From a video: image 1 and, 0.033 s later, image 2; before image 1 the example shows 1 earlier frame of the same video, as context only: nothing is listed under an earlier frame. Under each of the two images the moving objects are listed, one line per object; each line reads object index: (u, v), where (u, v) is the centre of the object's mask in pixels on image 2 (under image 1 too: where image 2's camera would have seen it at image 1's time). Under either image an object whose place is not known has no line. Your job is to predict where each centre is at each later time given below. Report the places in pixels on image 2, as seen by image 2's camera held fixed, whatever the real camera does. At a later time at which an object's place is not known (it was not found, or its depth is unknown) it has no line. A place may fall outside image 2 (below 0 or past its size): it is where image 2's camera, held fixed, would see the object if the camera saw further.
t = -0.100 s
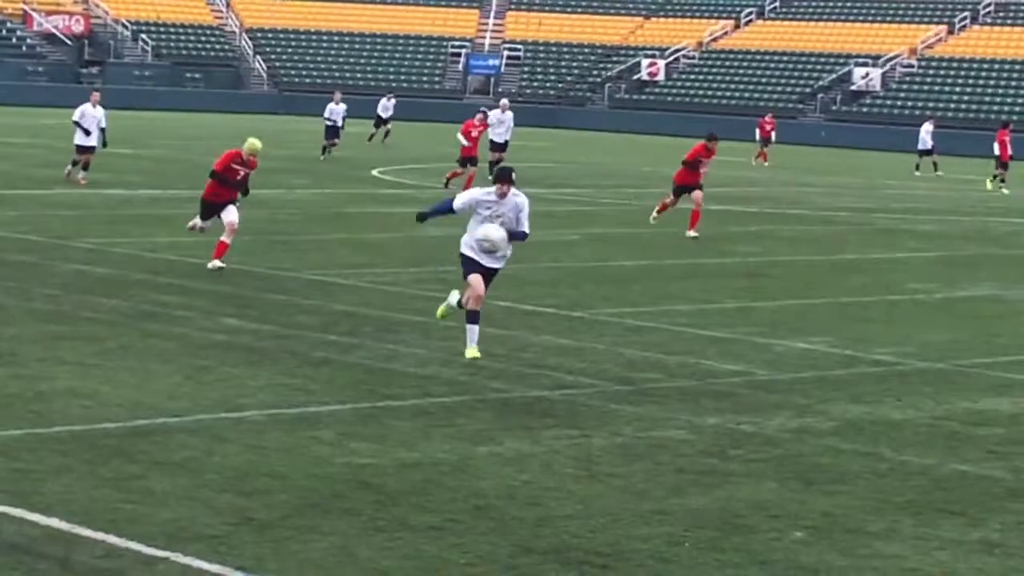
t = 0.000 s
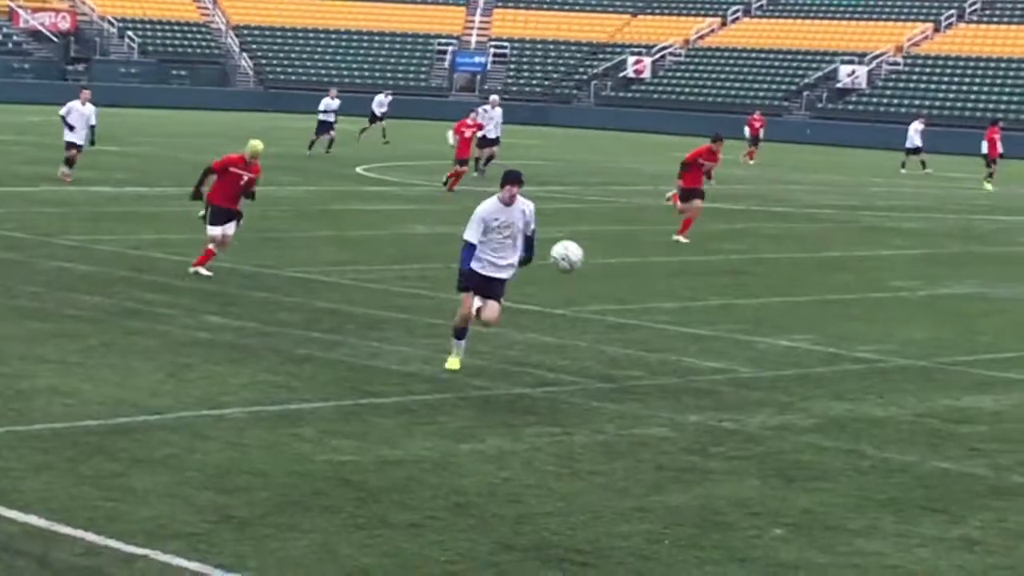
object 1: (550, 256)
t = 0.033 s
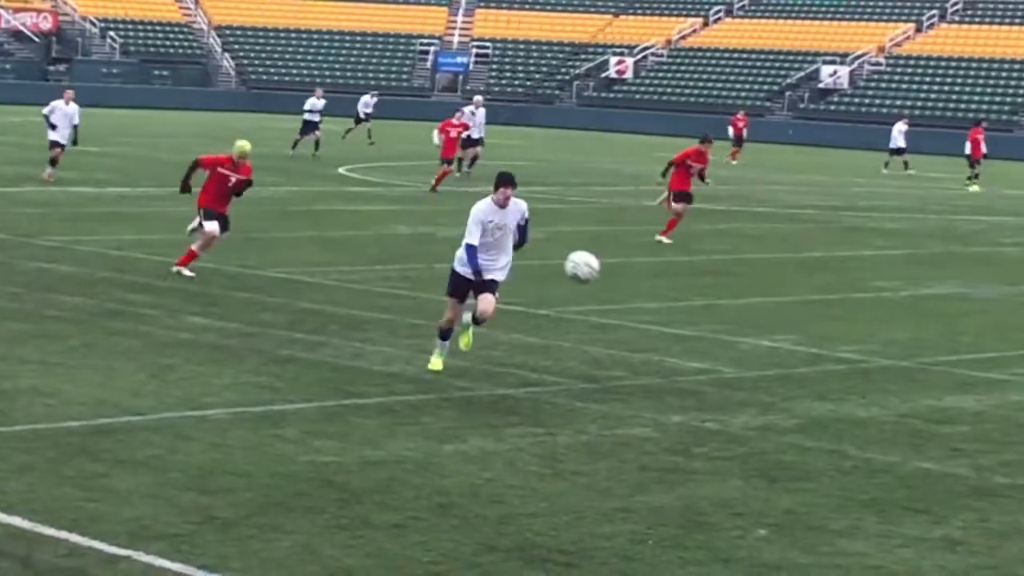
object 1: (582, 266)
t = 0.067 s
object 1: (615, 279)
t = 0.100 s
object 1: (648, 293)
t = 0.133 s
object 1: (684, 311)
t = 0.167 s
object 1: (721, 330)
